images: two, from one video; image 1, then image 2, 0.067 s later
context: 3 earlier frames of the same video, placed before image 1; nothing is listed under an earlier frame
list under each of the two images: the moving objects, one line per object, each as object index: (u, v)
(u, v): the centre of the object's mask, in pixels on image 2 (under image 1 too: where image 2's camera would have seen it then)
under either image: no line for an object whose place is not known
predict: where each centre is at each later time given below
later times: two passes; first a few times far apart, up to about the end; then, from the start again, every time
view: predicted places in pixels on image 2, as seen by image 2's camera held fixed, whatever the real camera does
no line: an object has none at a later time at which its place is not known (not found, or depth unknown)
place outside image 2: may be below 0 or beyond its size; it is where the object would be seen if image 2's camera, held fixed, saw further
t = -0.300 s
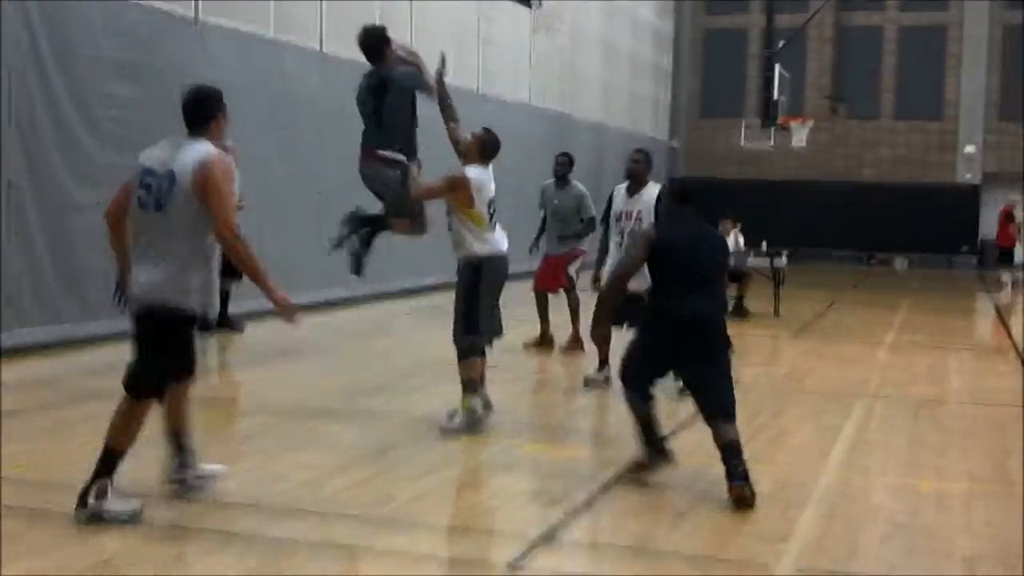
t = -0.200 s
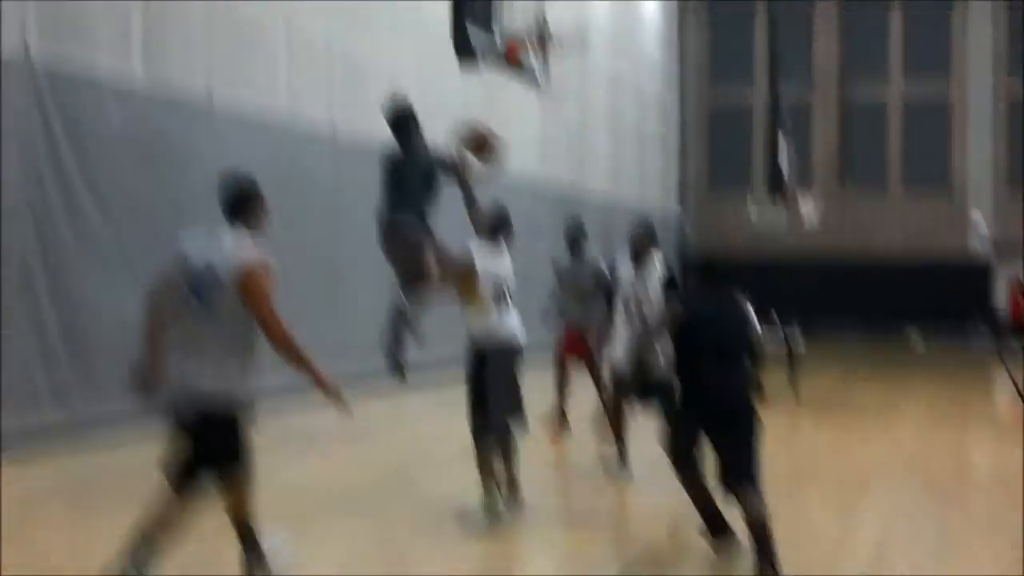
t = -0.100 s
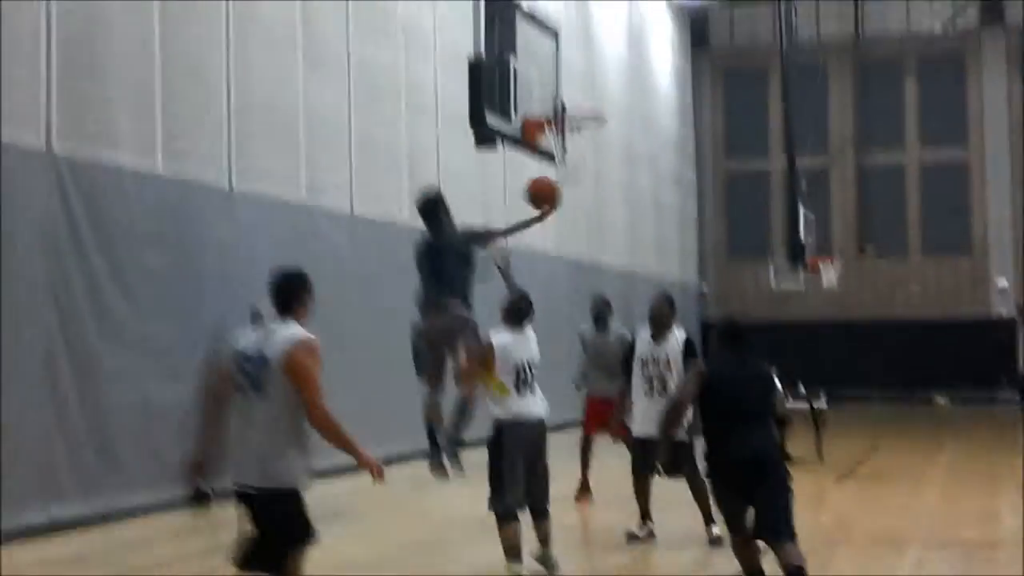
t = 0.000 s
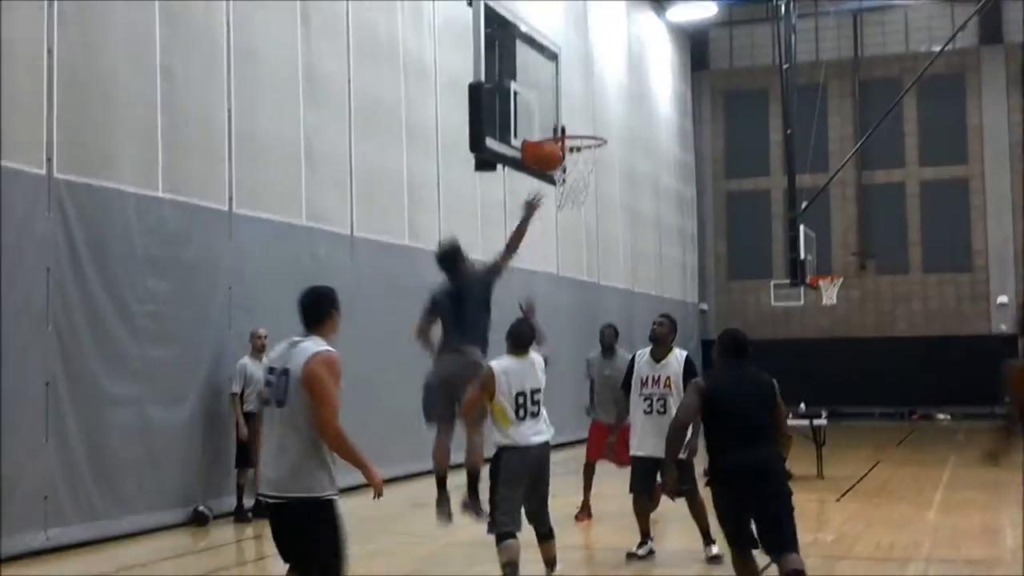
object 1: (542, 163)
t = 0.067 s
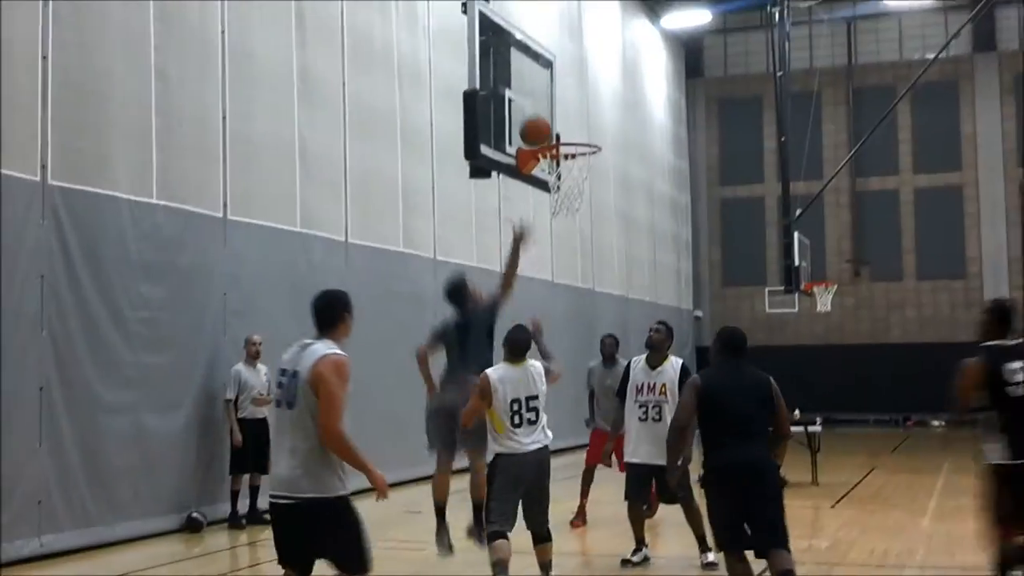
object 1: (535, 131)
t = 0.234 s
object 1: (526, 75)
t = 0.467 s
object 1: (526, 74)
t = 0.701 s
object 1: (529, 126)
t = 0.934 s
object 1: (497, 136)
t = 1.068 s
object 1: (495, 173)
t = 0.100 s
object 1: (533, 118)
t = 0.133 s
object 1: (532, 105)
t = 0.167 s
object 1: (530, 93)
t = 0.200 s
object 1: (528, 84)
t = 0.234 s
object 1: (526, 75)
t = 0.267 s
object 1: (525, 69)
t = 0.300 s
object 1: (523, 63)
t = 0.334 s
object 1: (522, 60)
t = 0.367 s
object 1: (520, 59)
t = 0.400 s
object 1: (522, 62)
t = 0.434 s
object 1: (524, 68)
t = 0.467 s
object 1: (526, 74)
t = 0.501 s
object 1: (529, 83)
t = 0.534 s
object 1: (531, 93)
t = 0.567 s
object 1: (533, 104)
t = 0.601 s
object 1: (536, 117)
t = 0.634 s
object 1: (537, 130)
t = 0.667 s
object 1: (535, 130)
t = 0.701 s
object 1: (529, 126)
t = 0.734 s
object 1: (524, 123)
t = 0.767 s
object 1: (519, 123)
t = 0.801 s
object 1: (513, 123)
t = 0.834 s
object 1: (507, 124)
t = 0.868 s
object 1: (502, 127)
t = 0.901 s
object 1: (498, 133)
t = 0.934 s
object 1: (497, 136)
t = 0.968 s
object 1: (497, 143)
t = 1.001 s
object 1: (497, 150)
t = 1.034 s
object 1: (494, 160)
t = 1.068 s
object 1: (495, 173)
